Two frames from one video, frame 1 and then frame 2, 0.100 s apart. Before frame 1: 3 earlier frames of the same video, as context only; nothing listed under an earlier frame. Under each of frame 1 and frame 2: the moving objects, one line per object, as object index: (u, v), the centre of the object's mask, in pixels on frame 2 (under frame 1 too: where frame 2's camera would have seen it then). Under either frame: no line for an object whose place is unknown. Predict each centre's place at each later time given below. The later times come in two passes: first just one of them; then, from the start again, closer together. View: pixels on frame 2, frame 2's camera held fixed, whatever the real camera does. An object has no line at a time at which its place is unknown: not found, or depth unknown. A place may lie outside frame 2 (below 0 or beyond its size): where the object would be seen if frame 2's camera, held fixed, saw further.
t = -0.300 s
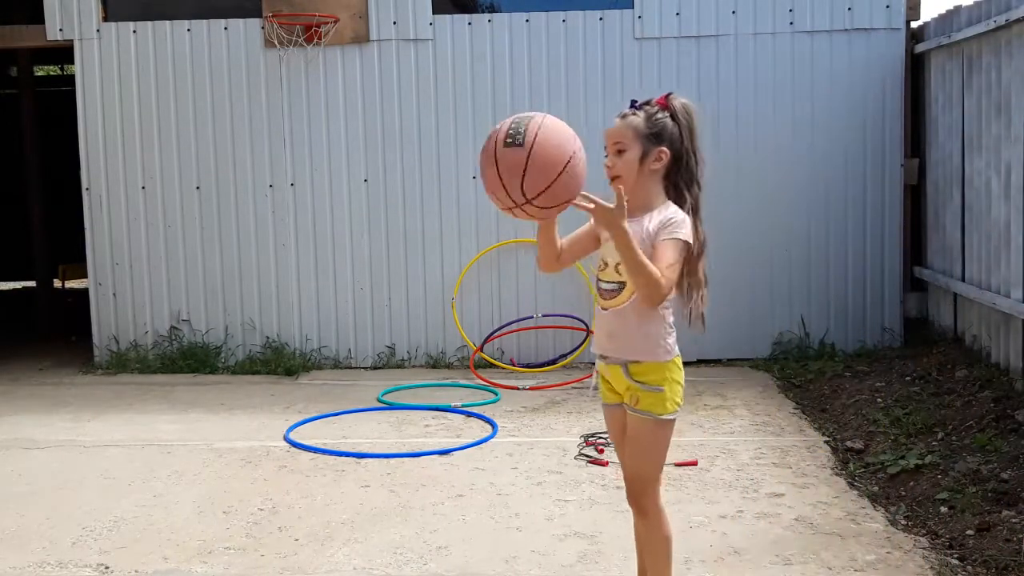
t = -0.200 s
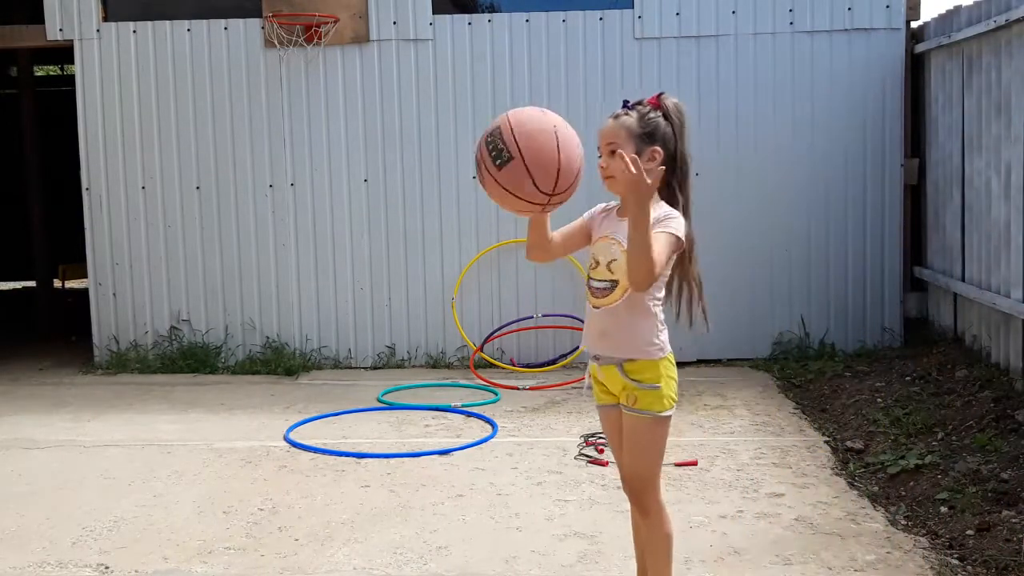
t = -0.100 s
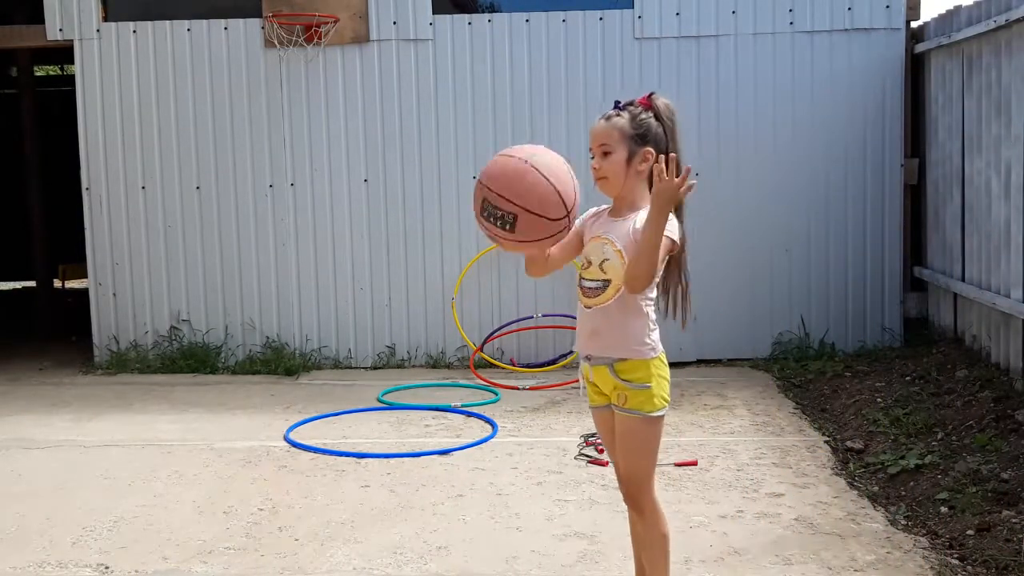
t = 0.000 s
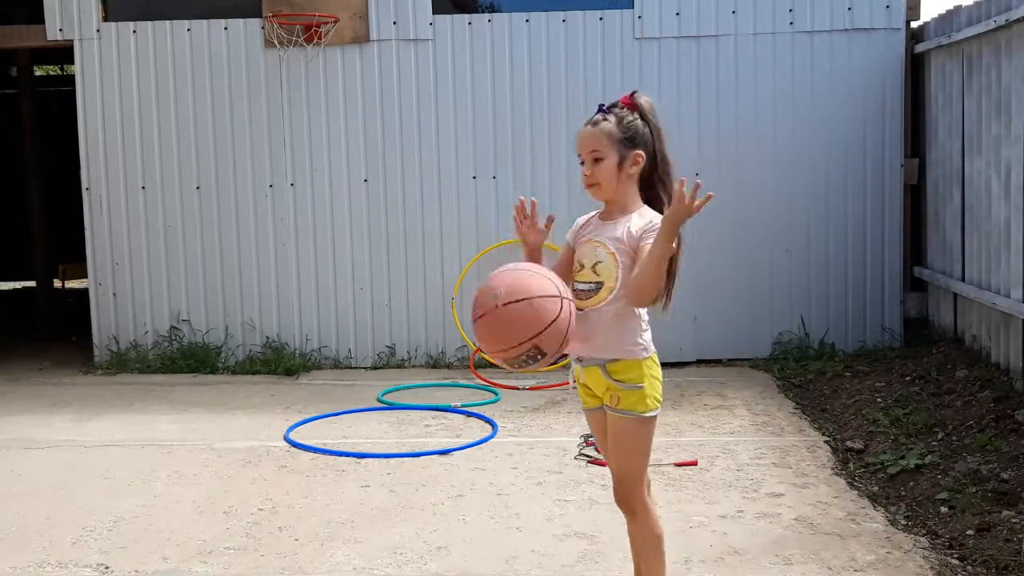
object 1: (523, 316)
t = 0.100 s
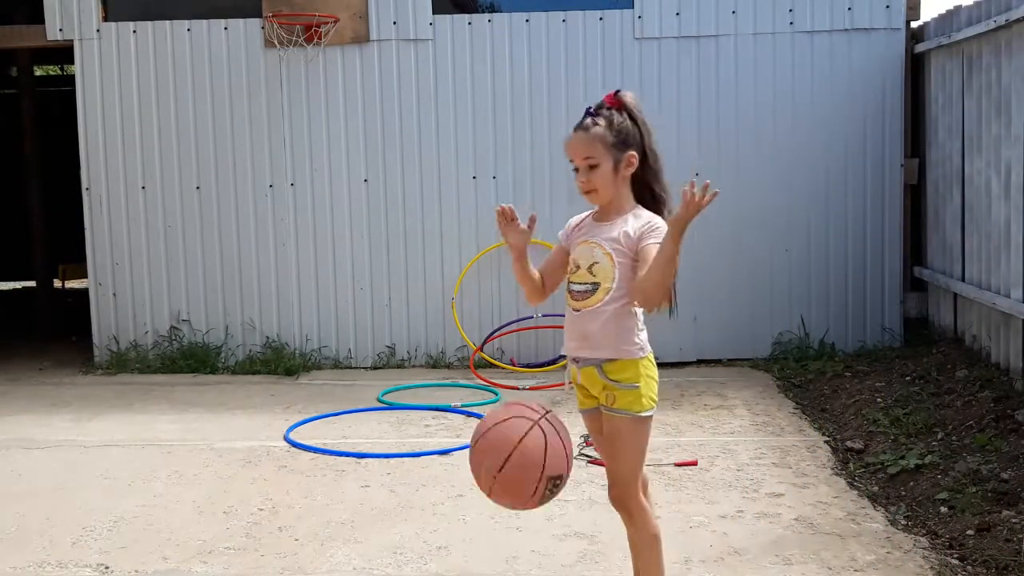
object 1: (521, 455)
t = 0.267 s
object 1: (514, 513)
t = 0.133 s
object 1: (520, 510)
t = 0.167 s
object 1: (520, 549)
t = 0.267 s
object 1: (514, 513)
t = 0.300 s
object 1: (511, 471)
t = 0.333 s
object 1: (509, 434)
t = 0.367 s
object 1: (507, 399)
